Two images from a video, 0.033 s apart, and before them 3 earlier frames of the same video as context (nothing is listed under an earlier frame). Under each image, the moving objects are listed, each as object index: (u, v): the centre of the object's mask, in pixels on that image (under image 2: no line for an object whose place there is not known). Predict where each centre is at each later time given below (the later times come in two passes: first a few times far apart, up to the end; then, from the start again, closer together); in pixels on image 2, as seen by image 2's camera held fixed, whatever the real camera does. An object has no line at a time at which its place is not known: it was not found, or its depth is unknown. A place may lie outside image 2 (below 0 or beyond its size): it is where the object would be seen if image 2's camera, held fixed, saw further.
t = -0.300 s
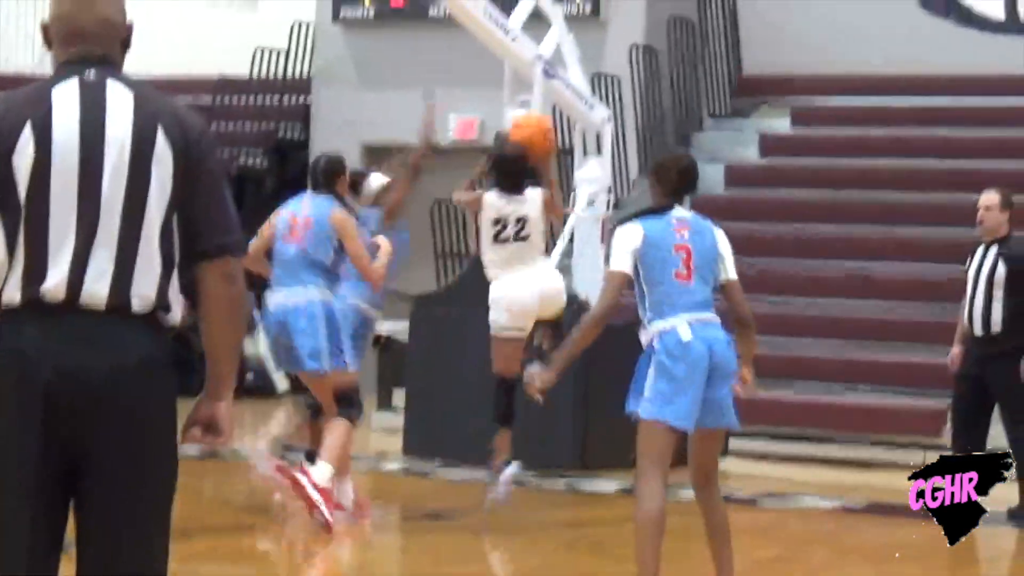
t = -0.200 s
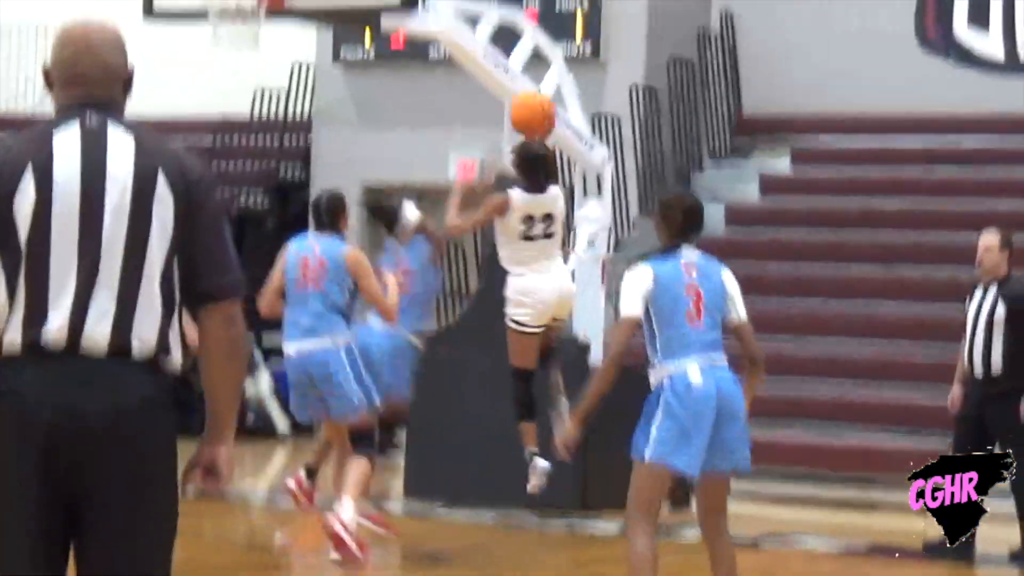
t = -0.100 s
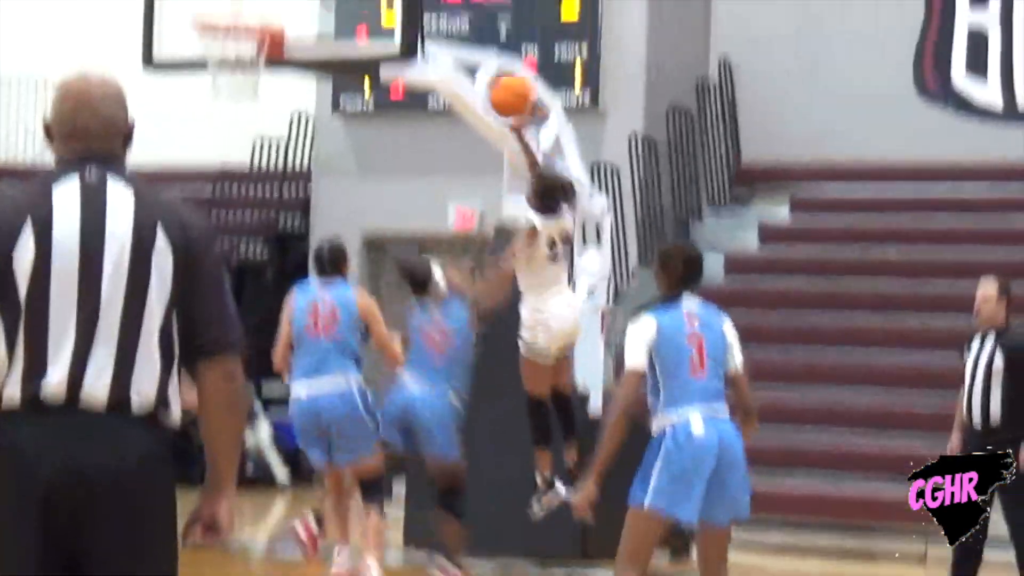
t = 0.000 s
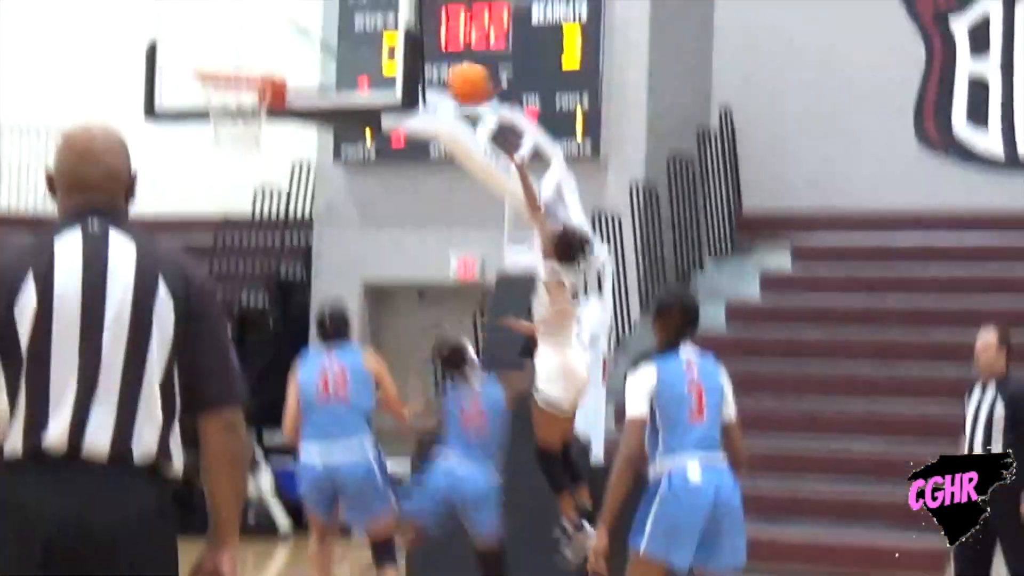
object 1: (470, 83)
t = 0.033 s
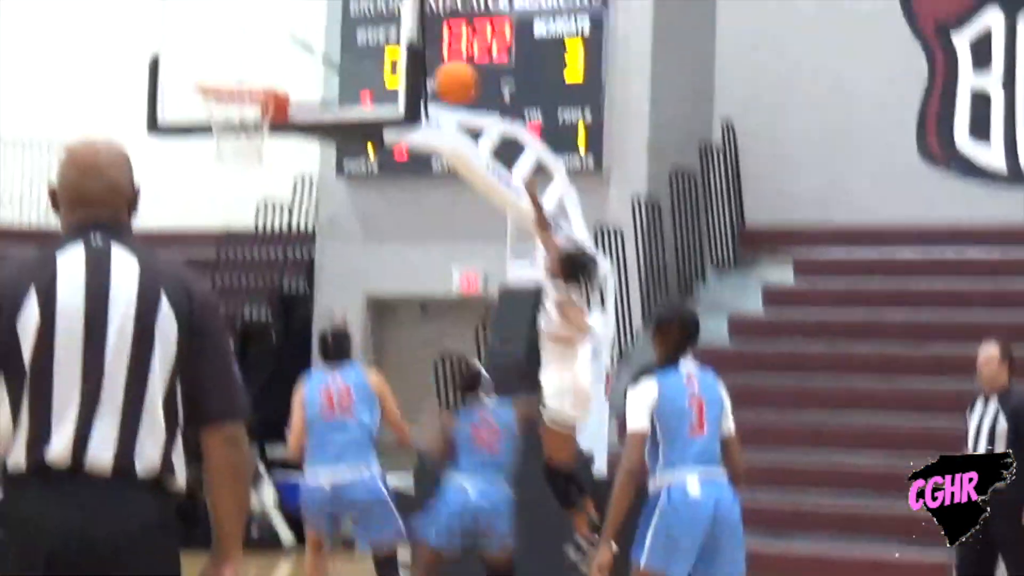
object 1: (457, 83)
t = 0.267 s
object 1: (354, 34)
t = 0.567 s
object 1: (240, 86)
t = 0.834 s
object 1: (242, 109)
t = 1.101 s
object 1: (262, 135)
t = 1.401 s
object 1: (217, 218)
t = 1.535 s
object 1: (194, 302)
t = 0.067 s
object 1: (439, 70)
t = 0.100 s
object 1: (425, 58)
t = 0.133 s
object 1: (413, 49)
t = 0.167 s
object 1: (398, 42)
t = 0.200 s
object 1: (382, 36)
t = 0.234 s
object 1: (367, 34)
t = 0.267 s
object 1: (354, 34)
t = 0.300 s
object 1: (339, 34)
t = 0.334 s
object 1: (326, 38)
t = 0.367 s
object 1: (311, 42)
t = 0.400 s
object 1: (298, 49)
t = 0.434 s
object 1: (283, 58)
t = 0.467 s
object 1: (270, 67)
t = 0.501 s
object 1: (258, 71)
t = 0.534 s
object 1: (250, 74)
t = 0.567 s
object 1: (240, 86)
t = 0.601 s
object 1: (231, 87)
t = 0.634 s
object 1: (221, 89)
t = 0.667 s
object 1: (215, 93)
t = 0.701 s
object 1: (218, 97)
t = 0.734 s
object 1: (224, 104)
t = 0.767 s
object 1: (230, 107)
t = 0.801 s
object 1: (237, 109)
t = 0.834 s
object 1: (242, 109)
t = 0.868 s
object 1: (252, 114)
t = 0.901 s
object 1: (256, 115)
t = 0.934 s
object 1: (261, 117)
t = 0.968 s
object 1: (264, 119)
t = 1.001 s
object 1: (265, 121)
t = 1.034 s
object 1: (266, 125)
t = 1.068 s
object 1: (264, 130)
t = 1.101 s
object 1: (262, 135)
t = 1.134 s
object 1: (259, 138)
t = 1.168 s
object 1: (254, 144)
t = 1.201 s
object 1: (250, 148)
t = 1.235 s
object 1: (244, 158)
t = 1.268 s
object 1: (239, 167)
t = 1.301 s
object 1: (233, 177)
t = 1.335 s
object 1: (228, 190)
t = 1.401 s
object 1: (217, 218)
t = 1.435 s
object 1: (212, 236)
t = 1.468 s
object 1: (206, 255)
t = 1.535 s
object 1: (194, 302)
